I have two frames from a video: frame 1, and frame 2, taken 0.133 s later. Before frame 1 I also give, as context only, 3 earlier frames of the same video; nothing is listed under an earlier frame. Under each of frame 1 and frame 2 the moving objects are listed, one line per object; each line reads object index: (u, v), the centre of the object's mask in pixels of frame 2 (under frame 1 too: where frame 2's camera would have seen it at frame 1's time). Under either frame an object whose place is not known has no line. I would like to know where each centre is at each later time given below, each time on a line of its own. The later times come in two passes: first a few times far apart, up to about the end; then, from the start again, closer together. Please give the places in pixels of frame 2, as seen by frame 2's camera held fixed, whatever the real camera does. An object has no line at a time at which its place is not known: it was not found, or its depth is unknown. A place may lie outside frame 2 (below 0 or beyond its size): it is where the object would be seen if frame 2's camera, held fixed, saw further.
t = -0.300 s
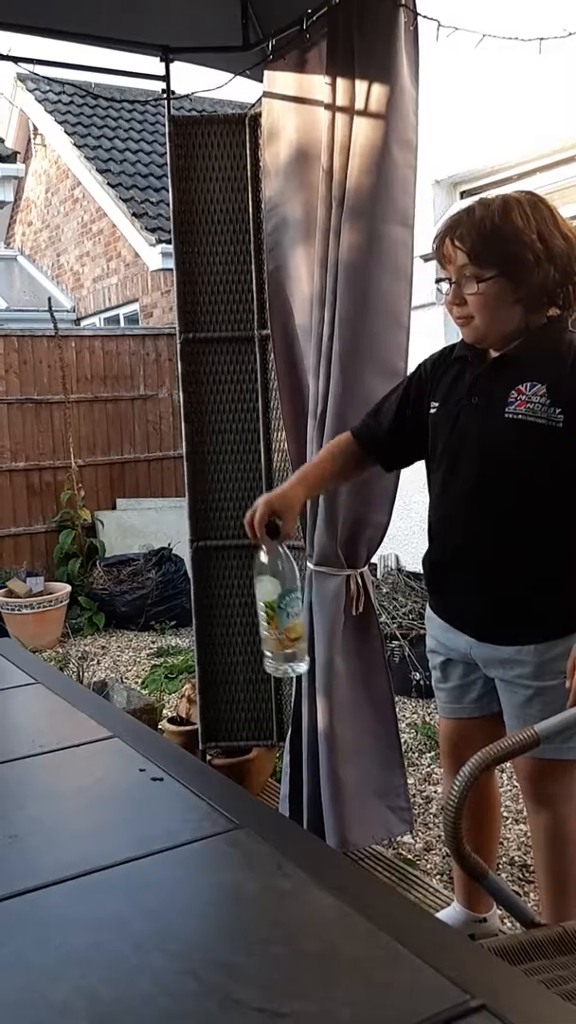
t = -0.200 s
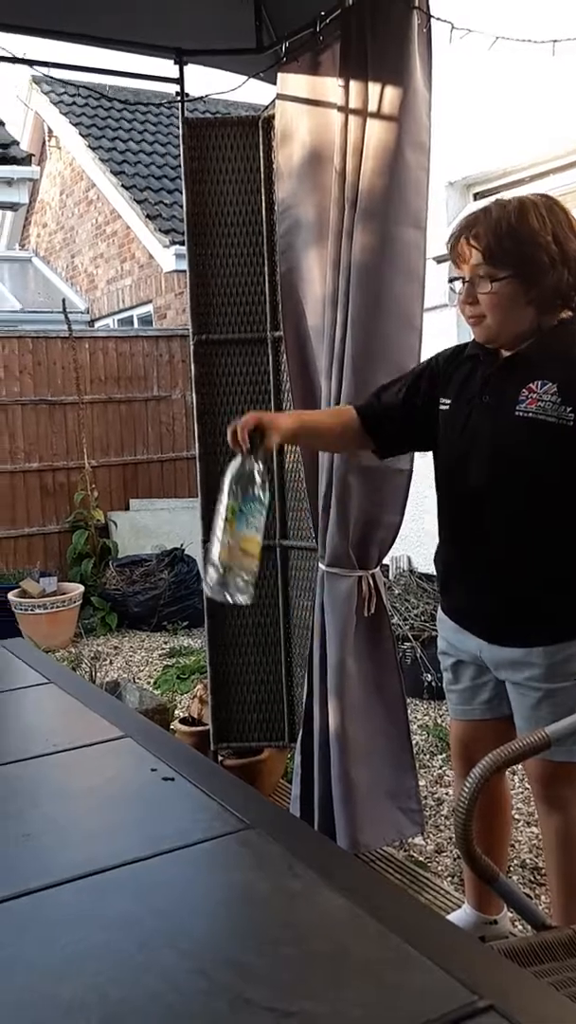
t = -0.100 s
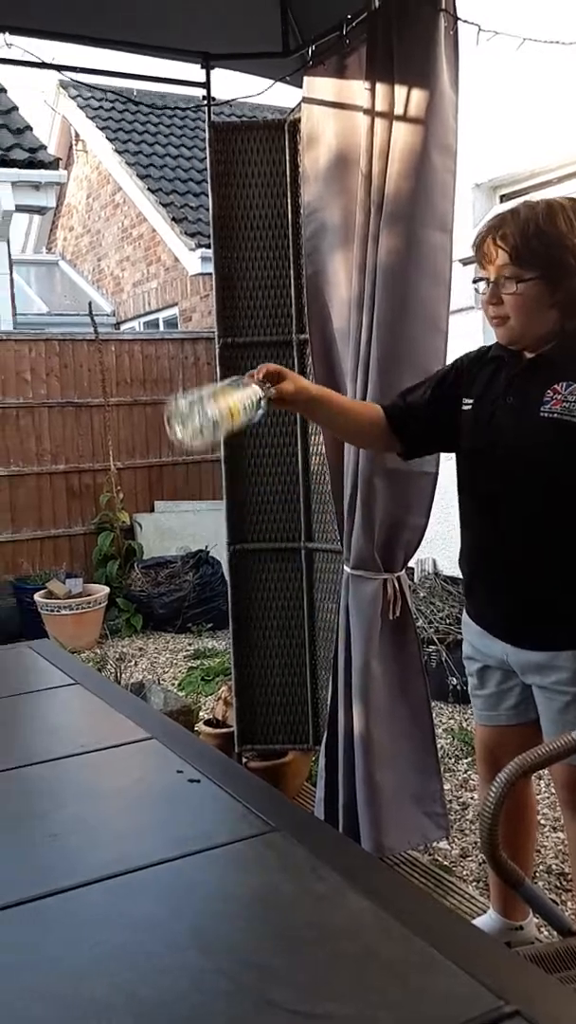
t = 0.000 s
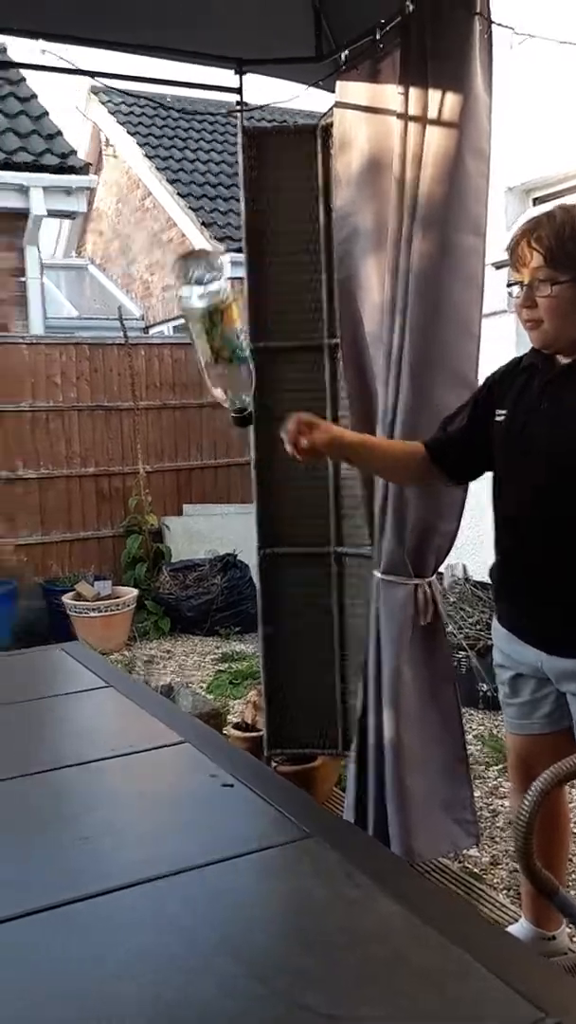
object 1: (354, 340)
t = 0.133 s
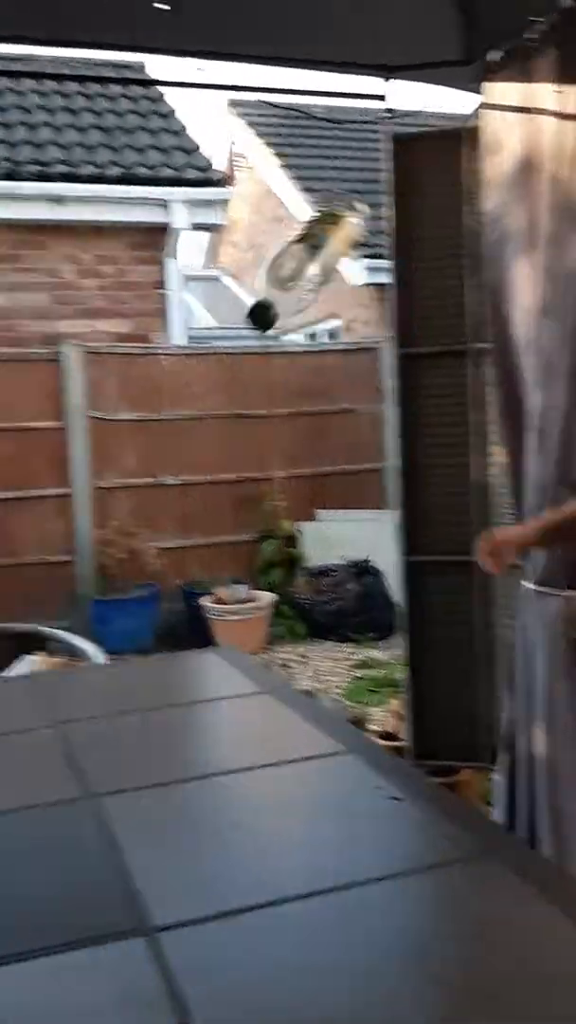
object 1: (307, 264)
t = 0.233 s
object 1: (305, 244)
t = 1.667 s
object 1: (254, 679)
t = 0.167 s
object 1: (308, 249)
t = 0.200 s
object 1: (307, 243)
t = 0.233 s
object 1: (305, 244)
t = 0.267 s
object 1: (307, 257)
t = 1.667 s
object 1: (254, 679)
